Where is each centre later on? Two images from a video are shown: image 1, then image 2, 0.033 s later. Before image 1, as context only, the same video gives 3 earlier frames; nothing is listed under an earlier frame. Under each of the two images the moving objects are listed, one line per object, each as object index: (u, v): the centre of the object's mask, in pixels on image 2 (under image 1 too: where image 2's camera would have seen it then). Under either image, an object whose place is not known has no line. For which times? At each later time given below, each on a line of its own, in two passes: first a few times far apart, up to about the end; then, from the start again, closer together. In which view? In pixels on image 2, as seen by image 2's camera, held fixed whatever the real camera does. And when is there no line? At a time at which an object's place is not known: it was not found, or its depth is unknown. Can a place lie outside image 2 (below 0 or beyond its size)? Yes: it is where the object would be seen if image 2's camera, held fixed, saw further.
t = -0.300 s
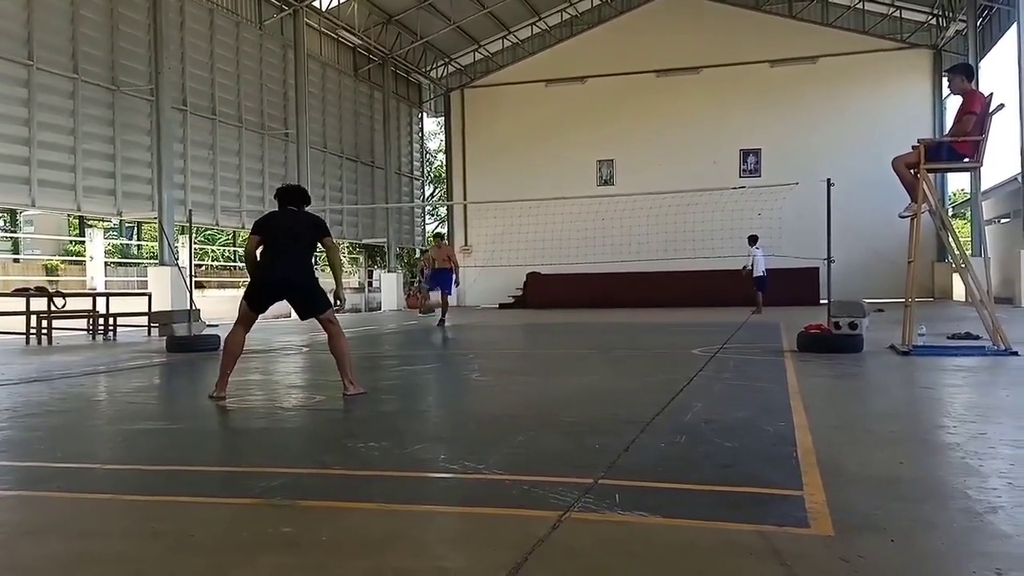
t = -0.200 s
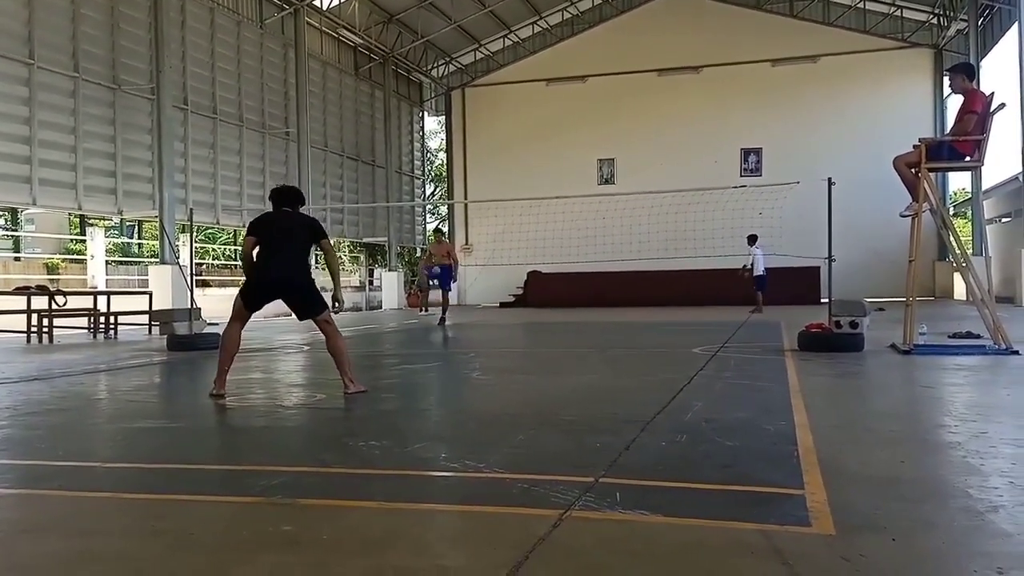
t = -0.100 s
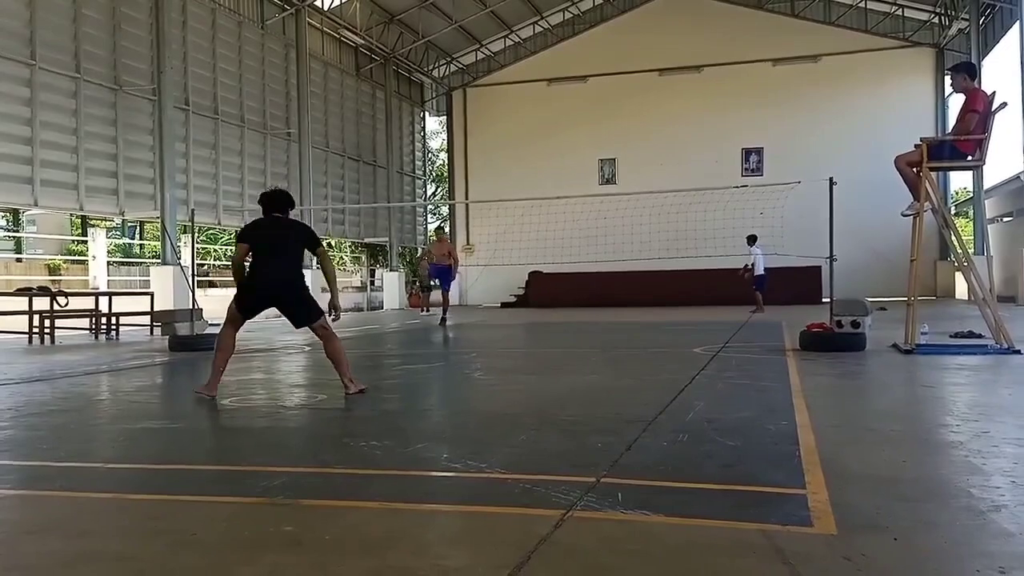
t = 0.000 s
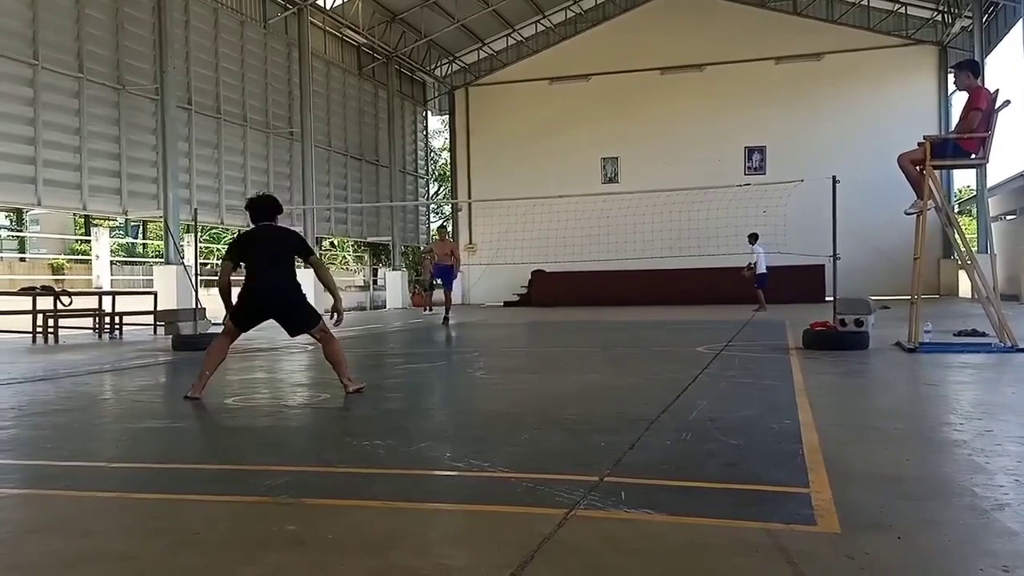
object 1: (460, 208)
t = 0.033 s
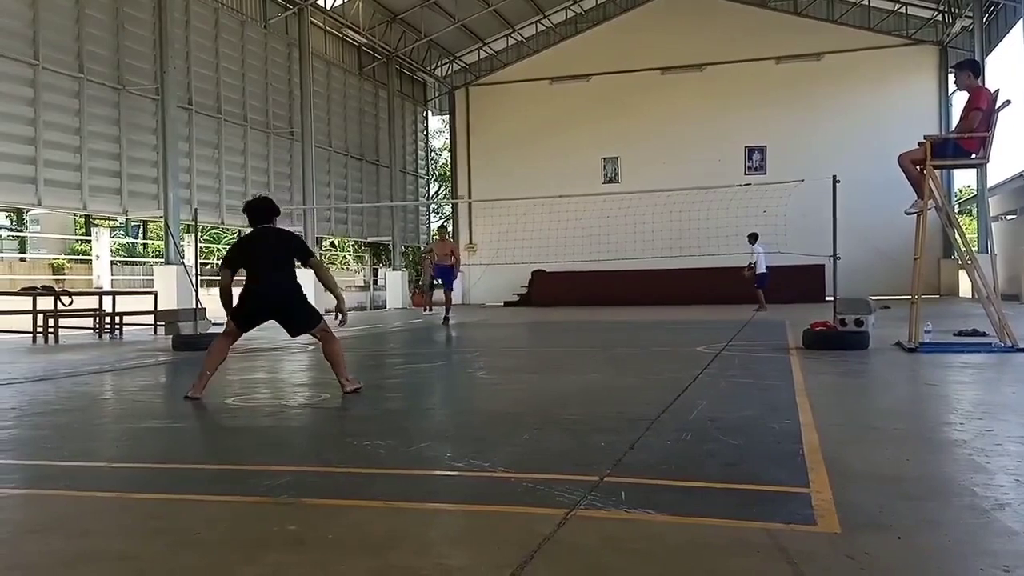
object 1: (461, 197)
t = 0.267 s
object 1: (487, 155)
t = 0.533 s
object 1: (534, 138)
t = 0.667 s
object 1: (564, 154)
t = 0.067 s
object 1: (465, 190)
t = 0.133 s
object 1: (469, 182)
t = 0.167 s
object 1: (473, 175)
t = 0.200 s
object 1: (478, 167)
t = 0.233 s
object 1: (482, 161)
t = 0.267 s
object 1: (487, 155)
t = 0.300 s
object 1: (492, 150)
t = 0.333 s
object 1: (496, 146)
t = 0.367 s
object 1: (502, 142)
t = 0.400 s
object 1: (508, 140)
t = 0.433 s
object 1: (514, 138)
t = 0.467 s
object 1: (520, 137)
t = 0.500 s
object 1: (527, 137)
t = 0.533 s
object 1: (534, 138)
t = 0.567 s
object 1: (541, 140)
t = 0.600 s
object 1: (548, 143)
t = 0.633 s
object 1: (556, 148)
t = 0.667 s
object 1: (564, 154)
